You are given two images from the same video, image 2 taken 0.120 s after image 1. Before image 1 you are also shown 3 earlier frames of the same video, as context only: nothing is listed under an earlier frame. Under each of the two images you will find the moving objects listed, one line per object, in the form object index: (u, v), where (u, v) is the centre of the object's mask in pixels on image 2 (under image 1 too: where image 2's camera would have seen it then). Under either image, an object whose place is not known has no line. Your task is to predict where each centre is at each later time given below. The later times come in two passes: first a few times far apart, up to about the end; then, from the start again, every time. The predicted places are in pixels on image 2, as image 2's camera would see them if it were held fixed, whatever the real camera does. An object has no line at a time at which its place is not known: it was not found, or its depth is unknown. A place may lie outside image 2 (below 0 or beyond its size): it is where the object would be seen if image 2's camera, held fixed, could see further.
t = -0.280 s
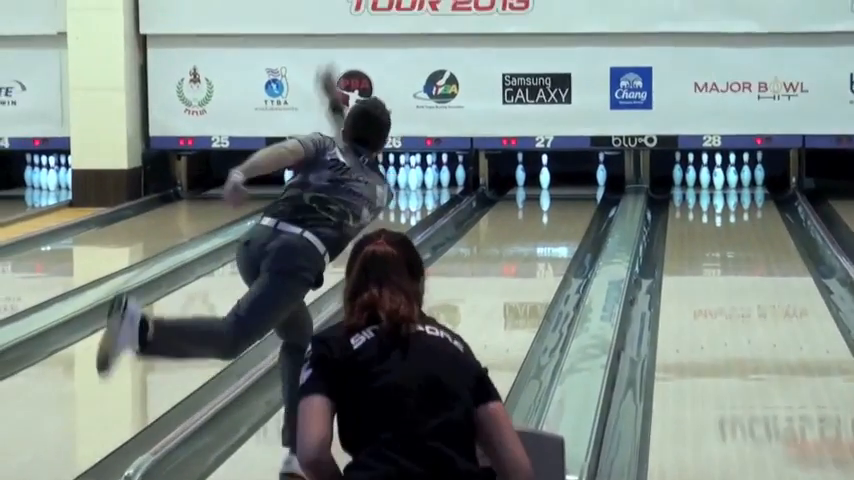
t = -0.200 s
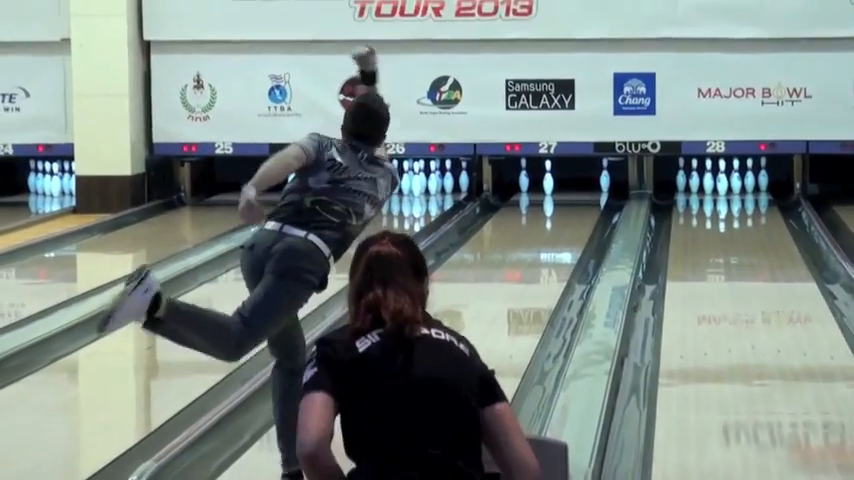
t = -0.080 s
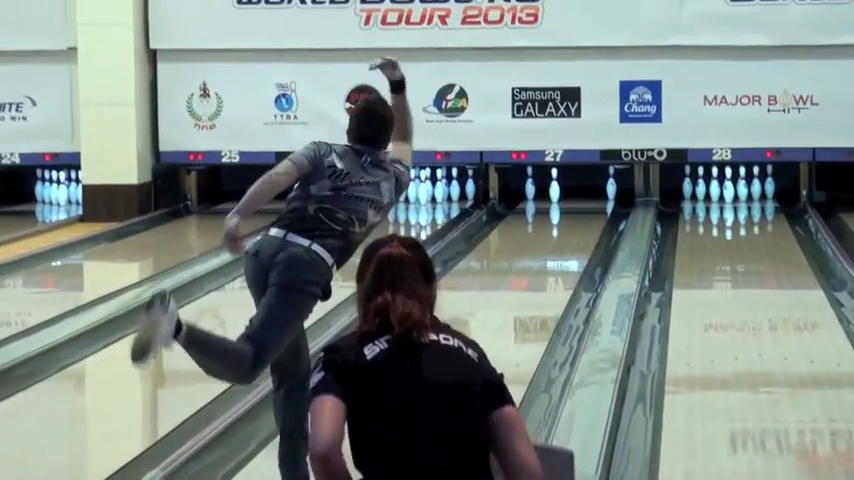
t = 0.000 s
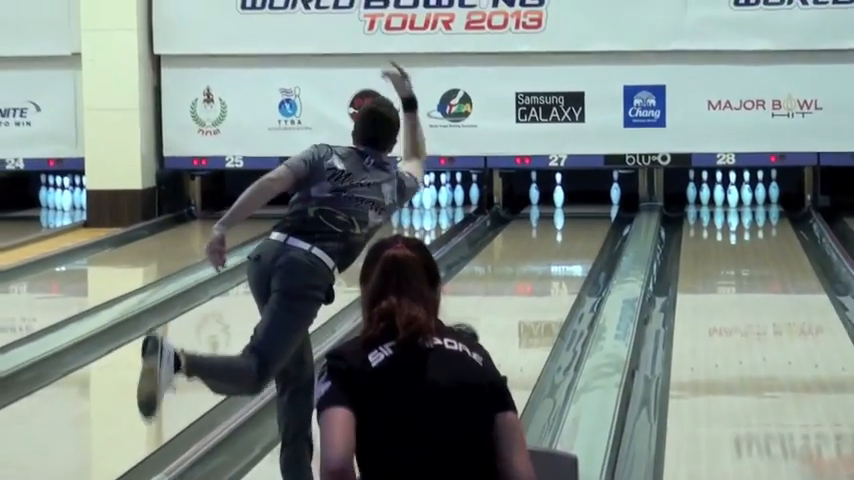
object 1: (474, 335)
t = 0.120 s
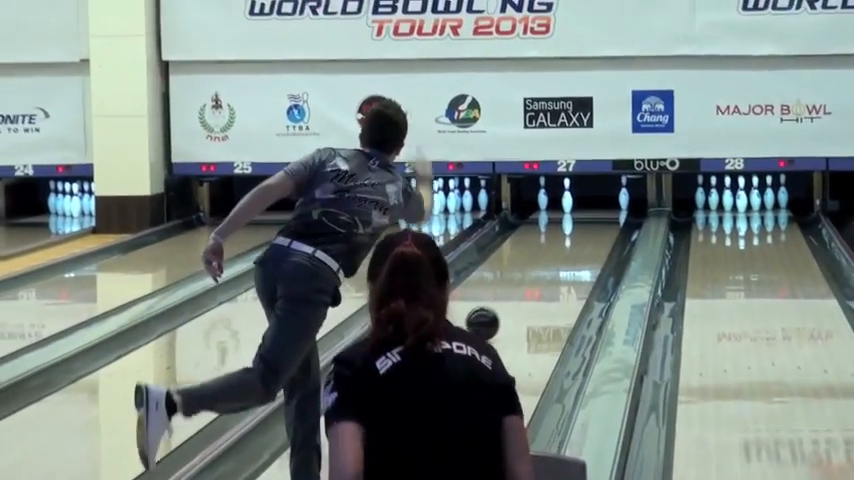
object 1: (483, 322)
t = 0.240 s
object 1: (494, 304)
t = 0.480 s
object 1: (512, 273)
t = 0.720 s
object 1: (527, 249)
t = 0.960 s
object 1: (537, 228)
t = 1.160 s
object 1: (544, 215)
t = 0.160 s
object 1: (486, 317)
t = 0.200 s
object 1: (490, 310)
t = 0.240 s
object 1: (494, 304)
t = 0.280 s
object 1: (498, 298)
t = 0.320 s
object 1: (501, 292)
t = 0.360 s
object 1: (504, 287)
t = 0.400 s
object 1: (507, 282)
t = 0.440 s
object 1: (510, 278)
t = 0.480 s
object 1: (512, 273)
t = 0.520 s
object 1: (515, 269)
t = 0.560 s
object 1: (517, 265)
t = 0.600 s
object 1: (520, 261)
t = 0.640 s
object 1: (522, 256)
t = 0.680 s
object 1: (524, 253)
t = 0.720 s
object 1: (527, 249)
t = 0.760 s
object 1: (528, 245)
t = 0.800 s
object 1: (531, 242)
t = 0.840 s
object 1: (532, 239)
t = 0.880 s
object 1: (534, 235)
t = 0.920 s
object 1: (536, 232)
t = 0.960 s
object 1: (537, 228)
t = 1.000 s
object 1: (538, 225)
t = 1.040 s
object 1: (540, 222)
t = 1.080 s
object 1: (541, 220)
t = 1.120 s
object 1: (543, 218)
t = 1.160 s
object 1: (544, 215)
